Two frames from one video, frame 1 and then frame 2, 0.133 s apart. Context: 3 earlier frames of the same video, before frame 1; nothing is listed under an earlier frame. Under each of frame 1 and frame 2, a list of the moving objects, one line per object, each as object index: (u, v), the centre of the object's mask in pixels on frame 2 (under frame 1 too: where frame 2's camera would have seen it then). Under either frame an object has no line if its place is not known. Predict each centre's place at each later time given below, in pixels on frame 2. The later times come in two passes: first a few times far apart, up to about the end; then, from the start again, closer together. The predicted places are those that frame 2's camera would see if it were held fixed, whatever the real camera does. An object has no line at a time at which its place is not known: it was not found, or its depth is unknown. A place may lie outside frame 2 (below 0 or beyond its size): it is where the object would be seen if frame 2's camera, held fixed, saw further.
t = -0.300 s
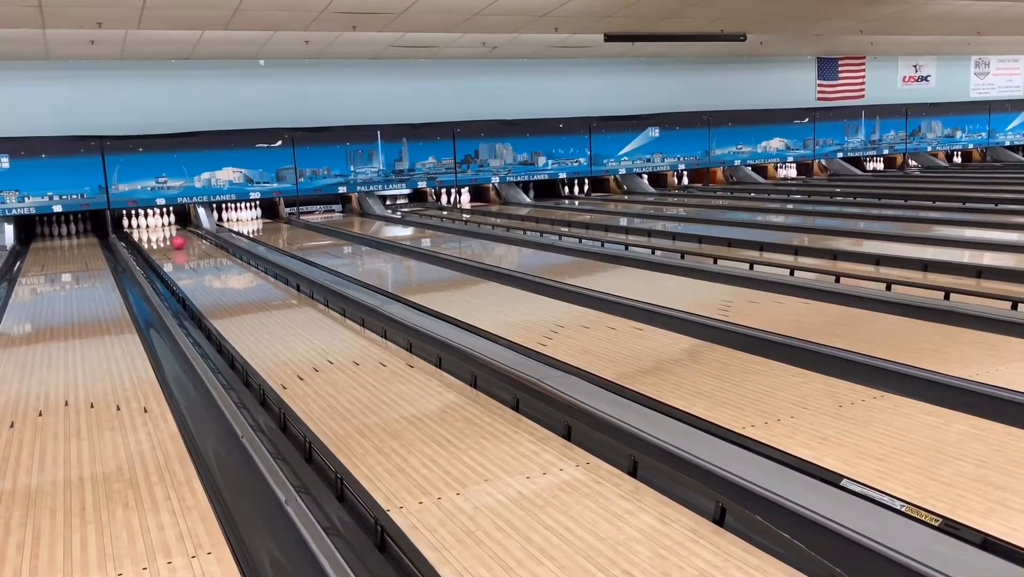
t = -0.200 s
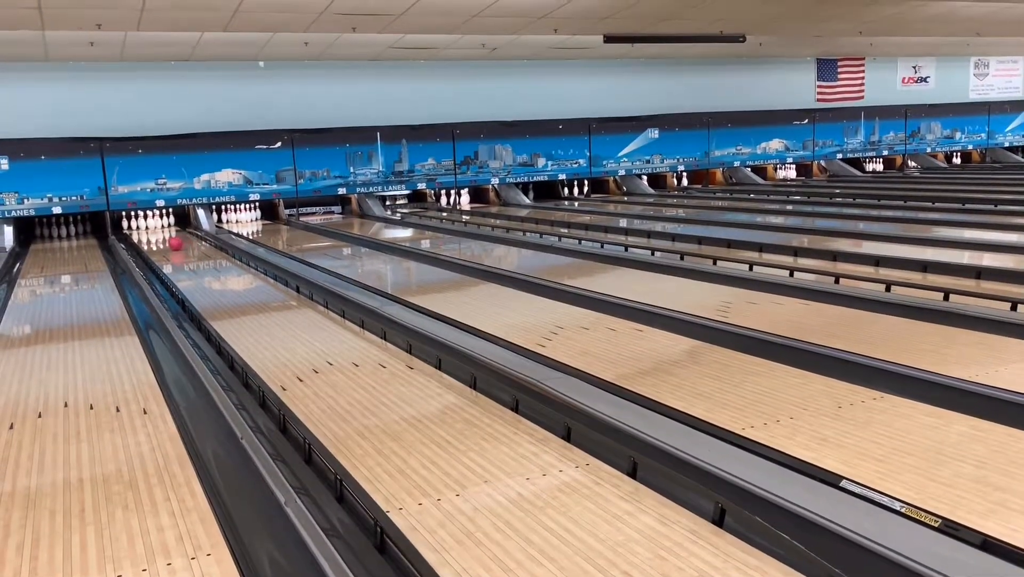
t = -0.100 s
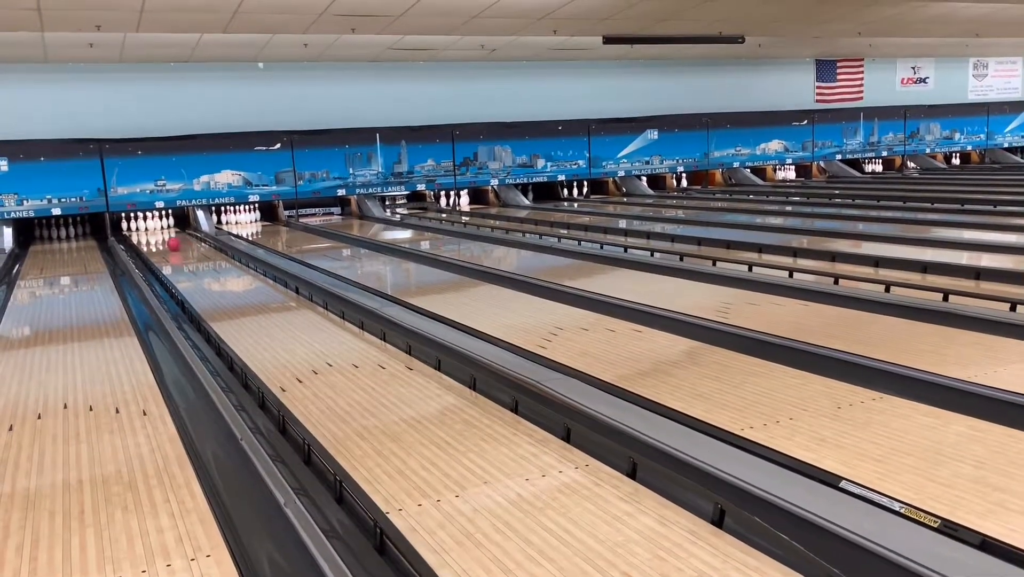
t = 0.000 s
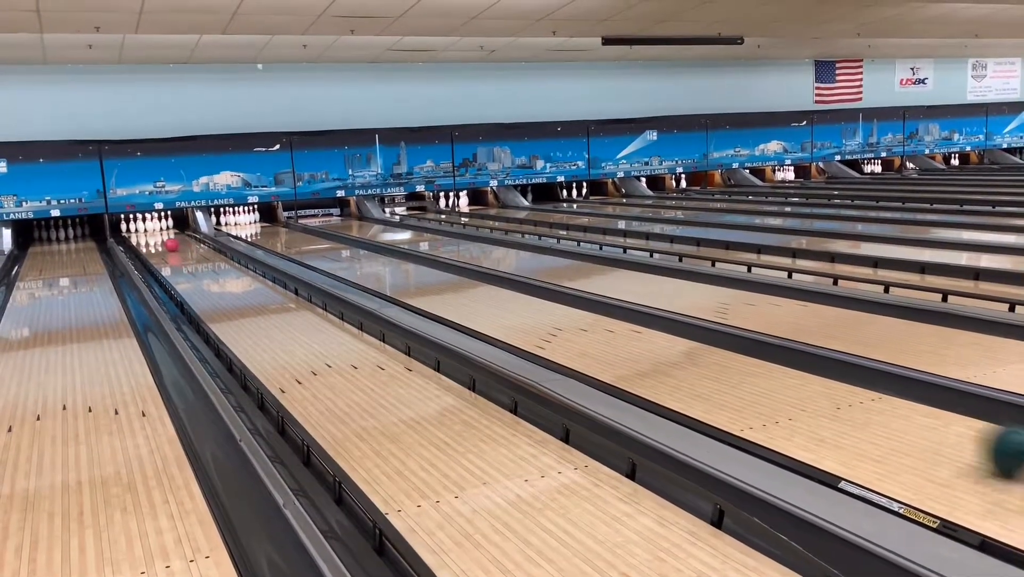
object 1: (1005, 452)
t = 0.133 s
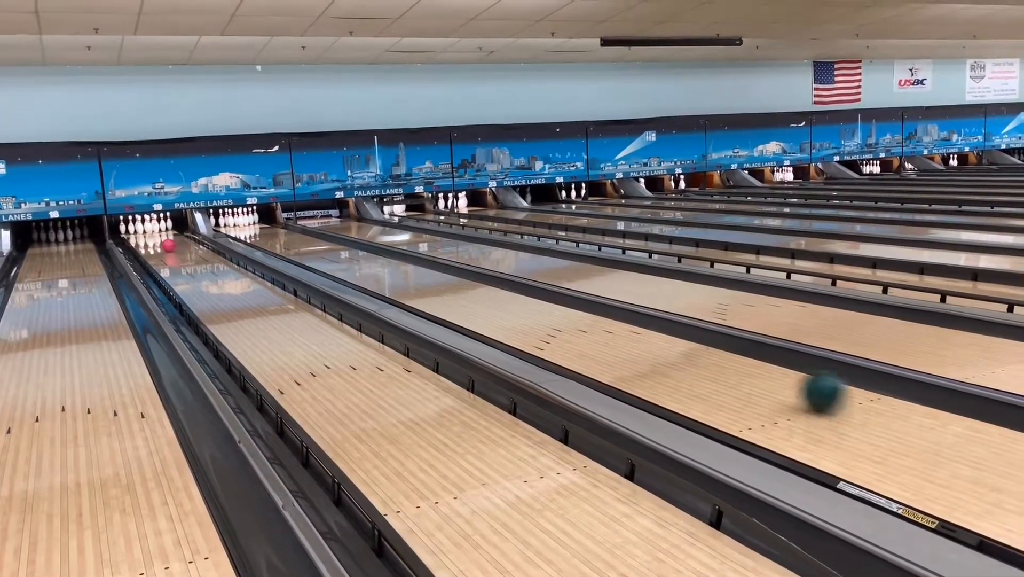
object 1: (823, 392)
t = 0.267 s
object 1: (699, 353)
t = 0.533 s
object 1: (549, 306)
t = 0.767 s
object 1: (470, 281)
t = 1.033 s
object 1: (409, 262)
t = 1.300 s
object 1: (366, 250)
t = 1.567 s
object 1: (334, 238)
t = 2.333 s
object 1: (272, 222)
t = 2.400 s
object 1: (271, 222)
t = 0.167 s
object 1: (787, 381)
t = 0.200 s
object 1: (755, 371)
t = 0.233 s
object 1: (726, 362)
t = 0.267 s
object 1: (699, 353)
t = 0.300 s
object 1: (674, 345)
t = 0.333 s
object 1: (652, 339)
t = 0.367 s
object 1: (632, 333)
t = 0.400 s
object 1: (612, 327)
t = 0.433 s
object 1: (595, 321)
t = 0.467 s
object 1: (579, 316)
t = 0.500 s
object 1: (563, 310)
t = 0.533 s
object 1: (549, 306)
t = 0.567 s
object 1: (536, 302)
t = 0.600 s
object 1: (523, 298)
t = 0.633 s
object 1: (511, 294)
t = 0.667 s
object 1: (500, 291)
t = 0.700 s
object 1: (490, 287)
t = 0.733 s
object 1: (479, 283)
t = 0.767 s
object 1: (470, 281)
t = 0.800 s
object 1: (461, 279)
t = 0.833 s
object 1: (453, 277)
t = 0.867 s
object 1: (445, 273)
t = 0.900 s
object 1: (437, 270)
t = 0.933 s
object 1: (429, 269)
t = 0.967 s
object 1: (422, 266)
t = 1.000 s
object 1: (415, 263)
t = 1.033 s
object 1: (409, 262)
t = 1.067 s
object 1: (403, 260)
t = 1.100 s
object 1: (397, 258)
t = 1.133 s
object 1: (390, 258)
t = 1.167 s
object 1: (385, 255)
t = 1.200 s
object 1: (380, 253)
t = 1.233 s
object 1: (375, 251)
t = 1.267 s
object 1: (370, 250)
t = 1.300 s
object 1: (366, 250)
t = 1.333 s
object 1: (362, 247)
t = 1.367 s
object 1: (357, 246)
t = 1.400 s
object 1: (352, 245)
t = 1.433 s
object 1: (348, 243)
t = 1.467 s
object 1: (346, 242)
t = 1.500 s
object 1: (341, 241)
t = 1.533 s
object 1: (337, 240)
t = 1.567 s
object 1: (334, 238)
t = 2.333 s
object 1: (272, 222)
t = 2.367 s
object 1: (270, 222)
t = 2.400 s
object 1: (271, 222)
